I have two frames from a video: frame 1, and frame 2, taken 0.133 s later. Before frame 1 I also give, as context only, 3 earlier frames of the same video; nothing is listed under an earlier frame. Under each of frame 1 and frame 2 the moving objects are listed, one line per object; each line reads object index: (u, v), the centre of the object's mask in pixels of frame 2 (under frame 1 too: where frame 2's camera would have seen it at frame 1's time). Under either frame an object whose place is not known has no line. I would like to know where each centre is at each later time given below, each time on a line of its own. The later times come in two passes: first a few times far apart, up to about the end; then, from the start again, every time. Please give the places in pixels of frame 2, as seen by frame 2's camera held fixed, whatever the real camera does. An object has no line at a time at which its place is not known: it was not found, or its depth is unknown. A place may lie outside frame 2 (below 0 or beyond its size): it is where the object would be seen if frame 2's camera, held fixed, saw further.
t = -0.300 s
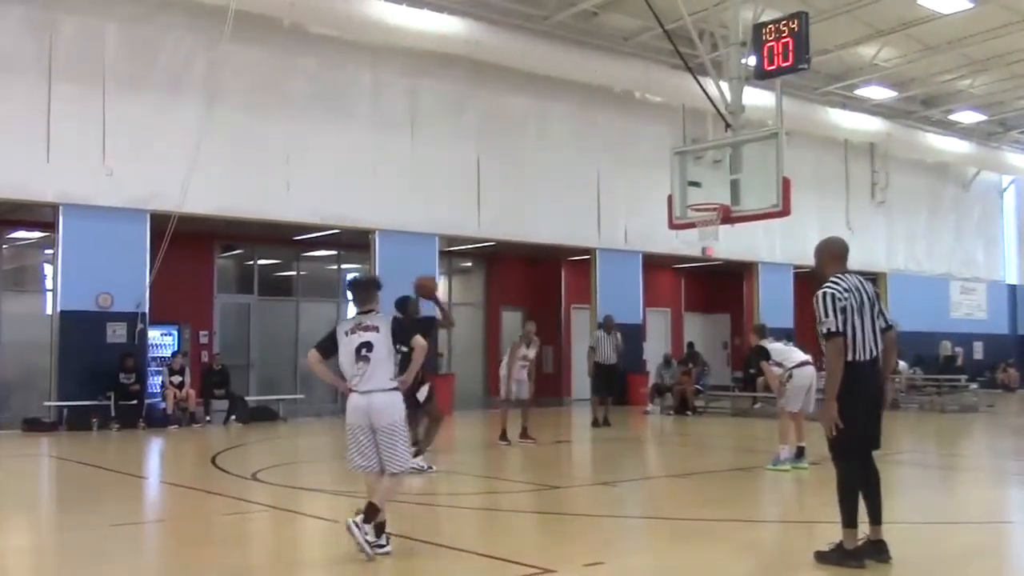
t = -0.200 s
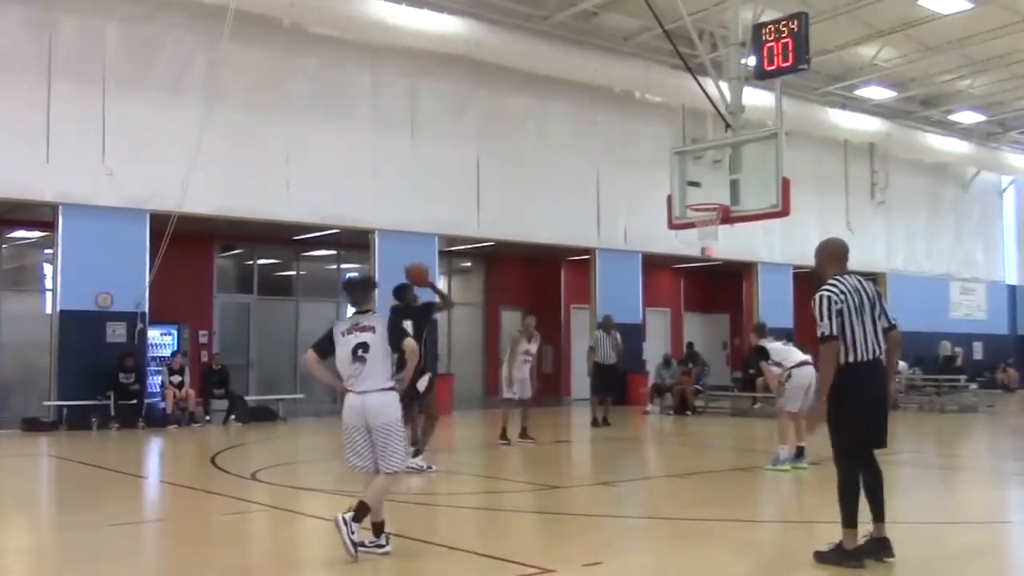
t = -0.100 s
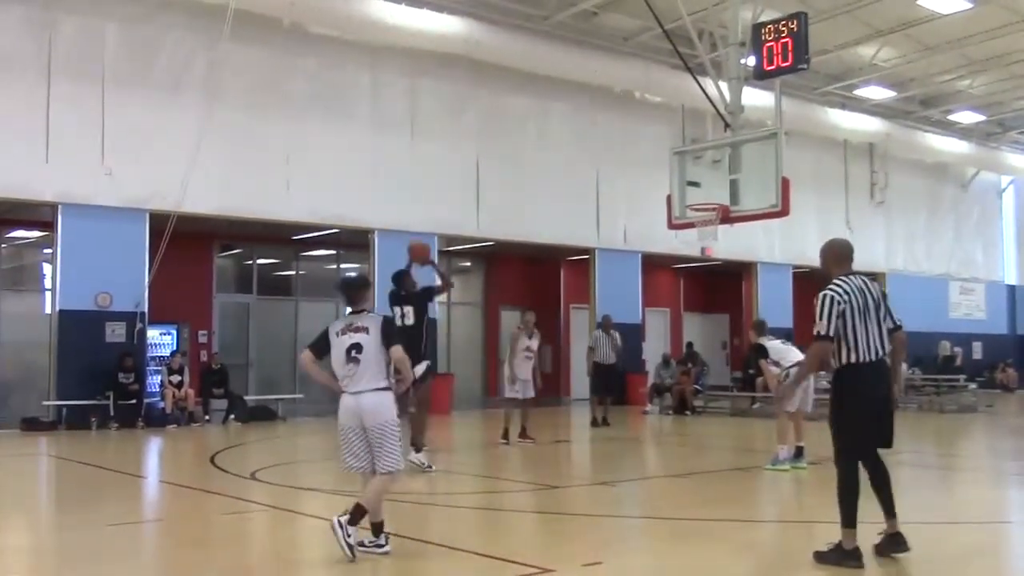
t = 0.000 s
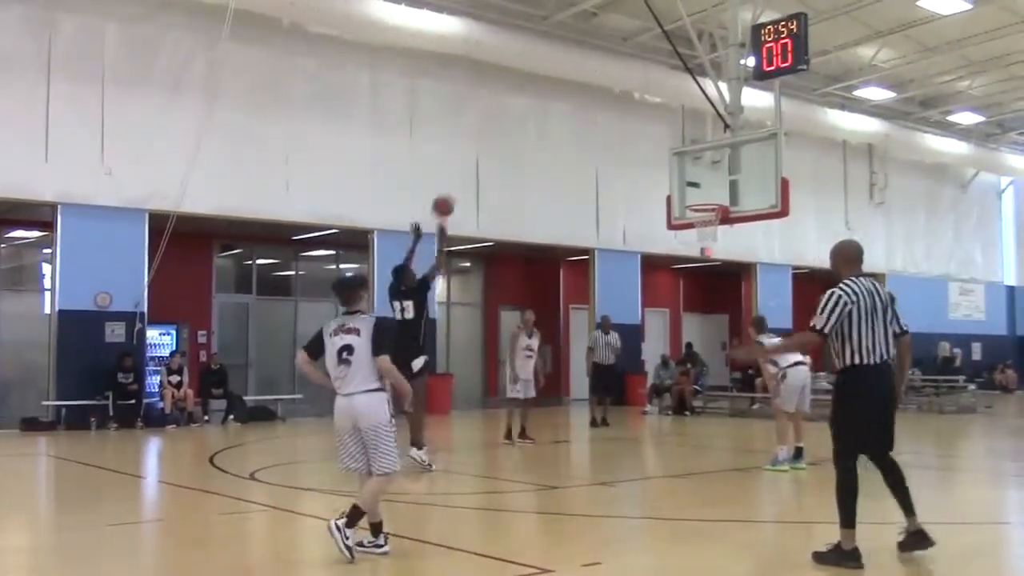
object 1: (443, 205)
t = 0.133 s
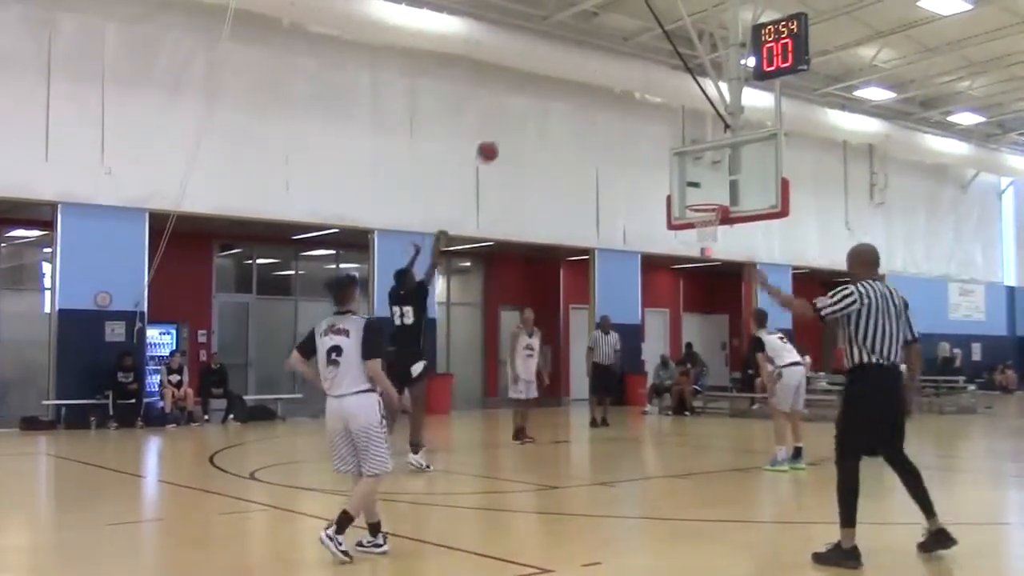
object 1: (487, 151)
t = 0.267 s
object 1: (530, 115)
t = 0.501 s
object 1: (598, 91)
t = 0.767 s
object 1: (669, 119)
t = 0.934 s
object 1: (708, 163)
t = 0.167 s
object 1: (498, 140)
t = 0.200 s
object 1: (509, 131)
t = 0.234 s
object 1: (520, 122)
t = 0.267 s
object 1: (530, 115)
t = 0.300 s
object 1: (540, 109)
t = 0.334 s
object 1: (550, 103)
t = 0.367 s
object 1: (560, 99)
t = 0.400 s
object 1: (569, 96)
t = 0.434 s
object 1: (579, 92)
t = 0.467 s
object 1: (589, 92)
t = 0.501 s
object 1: (598, 91)
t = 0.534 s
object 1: (607, 92)
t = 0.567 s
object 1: (616, 93)
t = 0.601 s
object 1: (625, 95)
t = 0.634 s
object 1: (634, 98)
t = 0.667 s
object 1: (643, 102)
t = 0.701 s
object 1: (651, 107)
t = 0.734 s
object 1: (660, 112)
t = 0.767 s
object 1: (669, 119)
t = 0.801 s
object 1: (677, 126)
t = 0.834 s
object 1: (685, 133)
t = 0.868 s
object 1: (692, 143)
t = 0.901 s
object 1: (700, 153)
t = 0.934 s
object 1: (708, 163)
